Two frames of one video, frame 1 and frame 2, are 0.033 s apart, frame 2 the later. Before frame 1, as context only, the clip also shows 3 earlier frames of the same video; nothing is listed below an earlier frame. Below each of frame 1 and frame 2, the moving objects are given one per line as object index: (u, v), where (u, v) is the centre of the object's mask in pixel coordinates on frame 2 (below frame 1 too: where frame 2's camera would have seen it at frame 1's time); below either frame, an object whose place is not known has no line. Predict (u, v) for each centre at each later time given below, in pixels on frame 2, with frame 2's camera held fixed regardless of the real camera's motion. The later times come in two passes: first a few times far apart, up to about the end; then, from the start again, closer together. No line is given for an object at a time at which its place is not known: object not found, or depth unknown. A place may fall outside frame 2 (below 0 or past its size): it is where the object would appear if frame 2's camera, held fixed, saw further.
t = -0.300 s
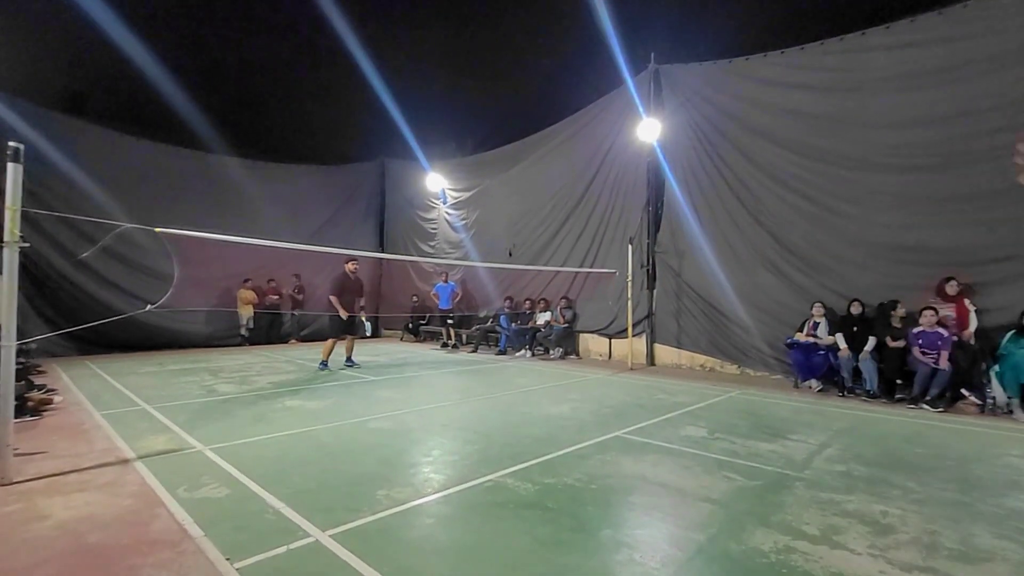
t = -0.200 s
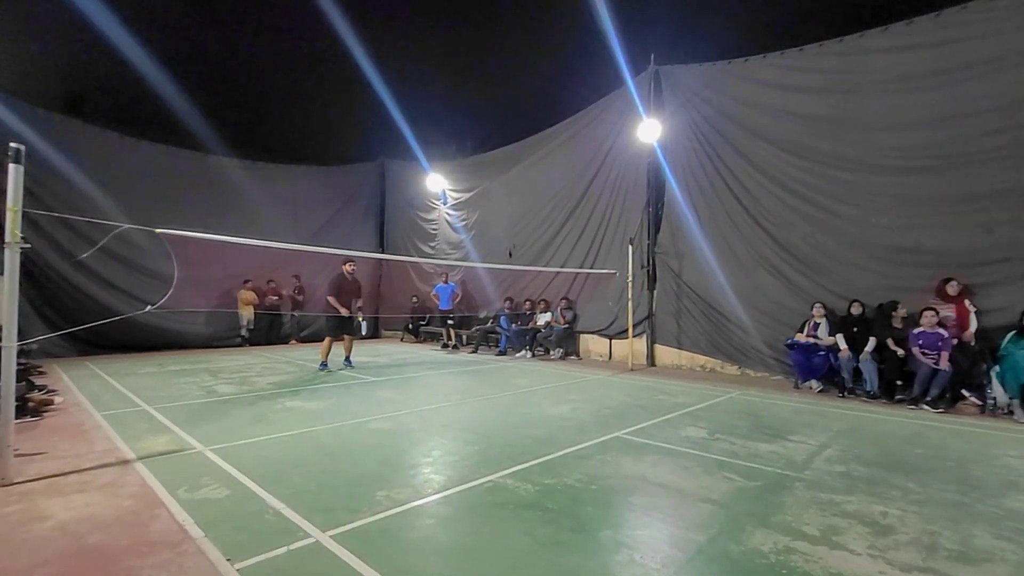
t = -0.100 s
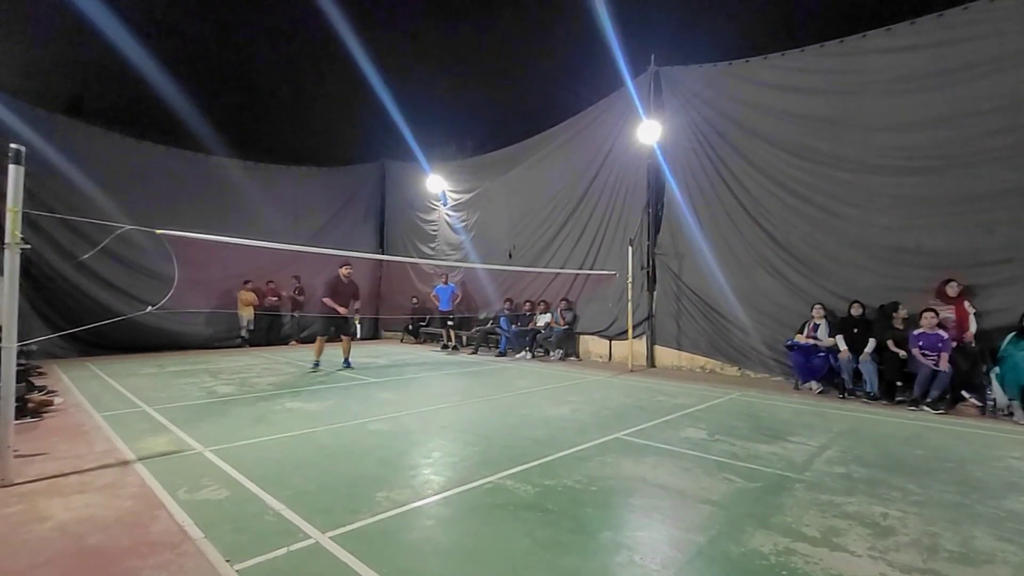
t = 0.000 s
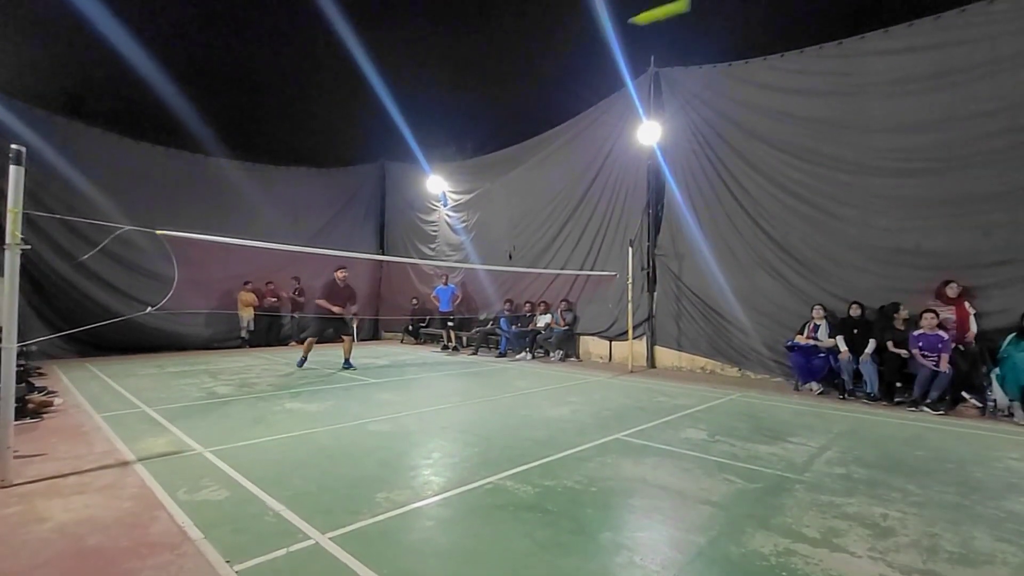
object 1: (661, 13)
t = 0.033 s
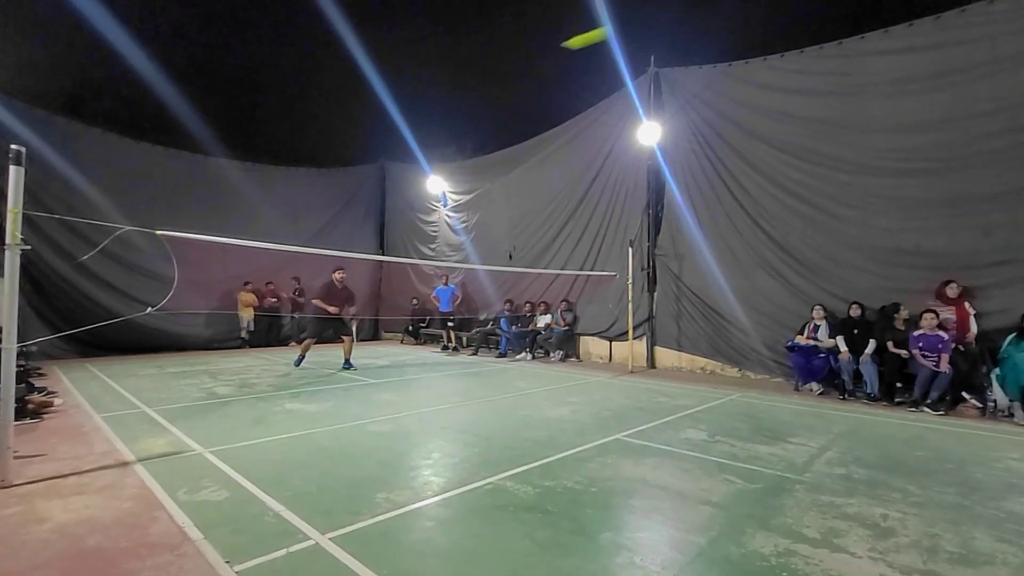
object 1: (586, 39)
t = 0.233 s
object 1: (363, 138)
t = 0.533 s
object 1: (237, 265)
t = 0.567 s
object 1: (230, 279)
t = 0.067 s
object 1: (531, 58)
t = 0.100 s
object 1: (484, 76)
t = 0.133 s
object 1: (446, 92)
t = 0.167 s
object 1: (414, 108)
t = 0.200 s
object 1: (385, 124)
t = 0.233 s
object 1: (363, 138)
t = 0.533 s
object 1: (237, 265)
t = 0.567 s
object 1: (230, 279)
